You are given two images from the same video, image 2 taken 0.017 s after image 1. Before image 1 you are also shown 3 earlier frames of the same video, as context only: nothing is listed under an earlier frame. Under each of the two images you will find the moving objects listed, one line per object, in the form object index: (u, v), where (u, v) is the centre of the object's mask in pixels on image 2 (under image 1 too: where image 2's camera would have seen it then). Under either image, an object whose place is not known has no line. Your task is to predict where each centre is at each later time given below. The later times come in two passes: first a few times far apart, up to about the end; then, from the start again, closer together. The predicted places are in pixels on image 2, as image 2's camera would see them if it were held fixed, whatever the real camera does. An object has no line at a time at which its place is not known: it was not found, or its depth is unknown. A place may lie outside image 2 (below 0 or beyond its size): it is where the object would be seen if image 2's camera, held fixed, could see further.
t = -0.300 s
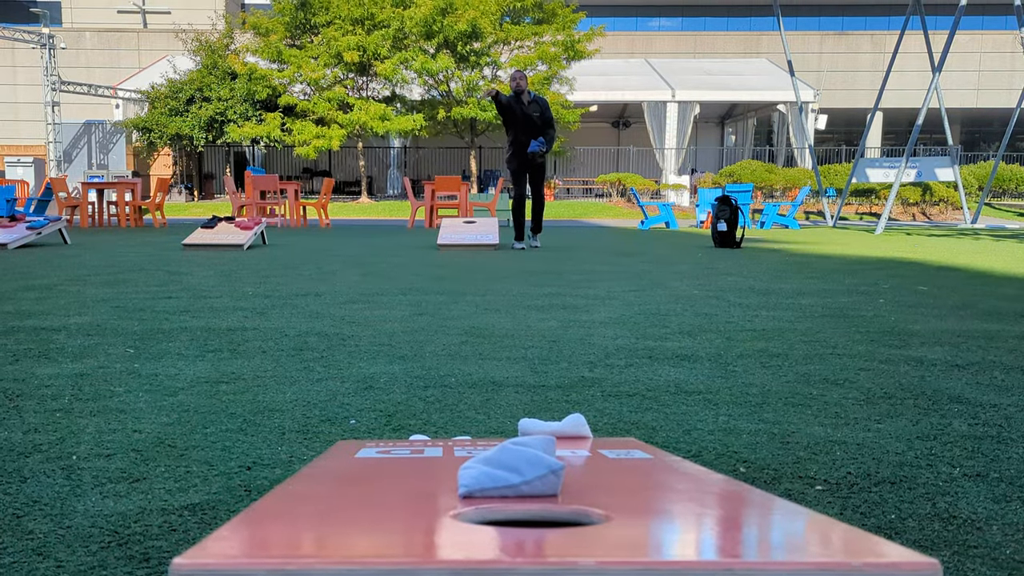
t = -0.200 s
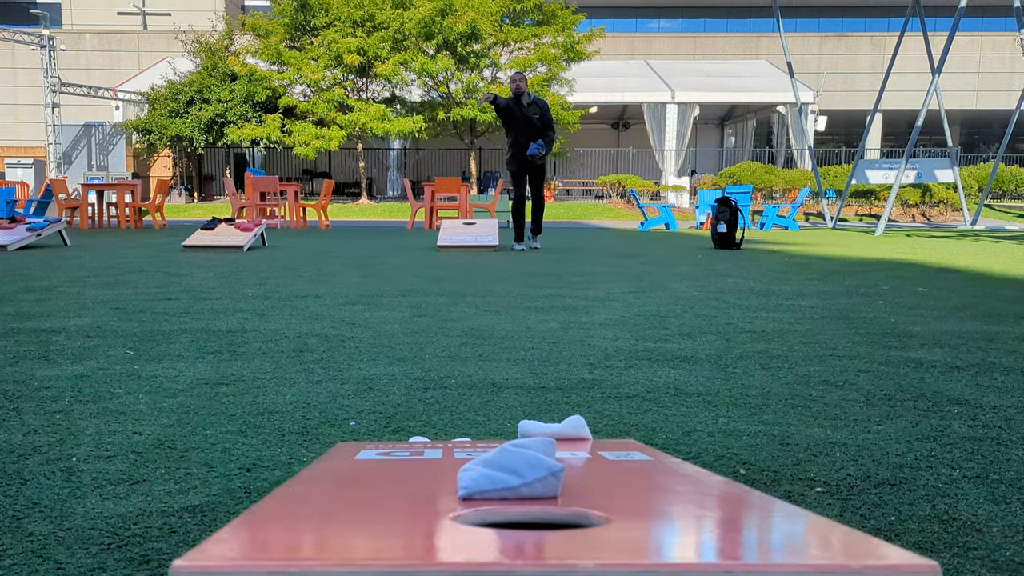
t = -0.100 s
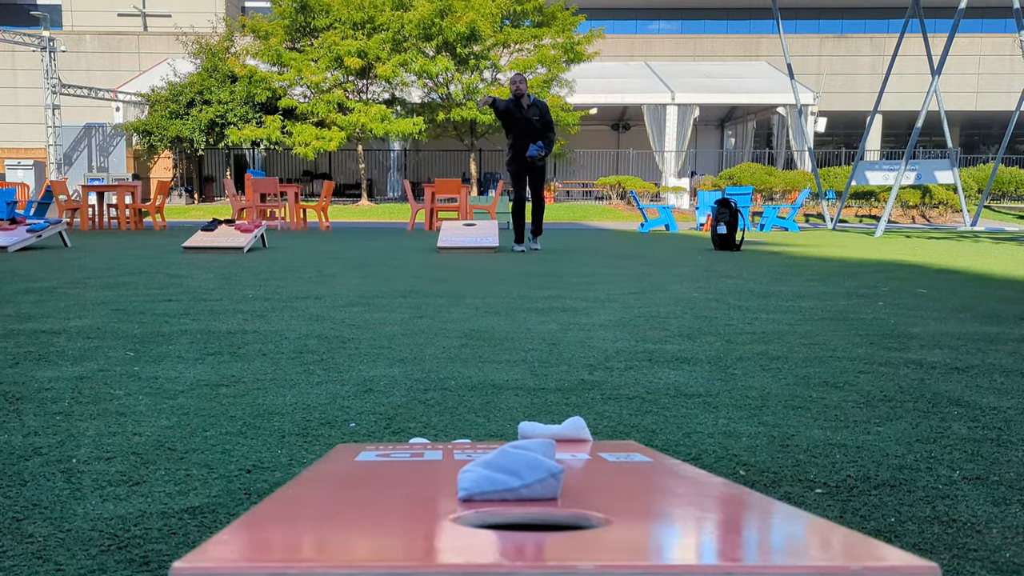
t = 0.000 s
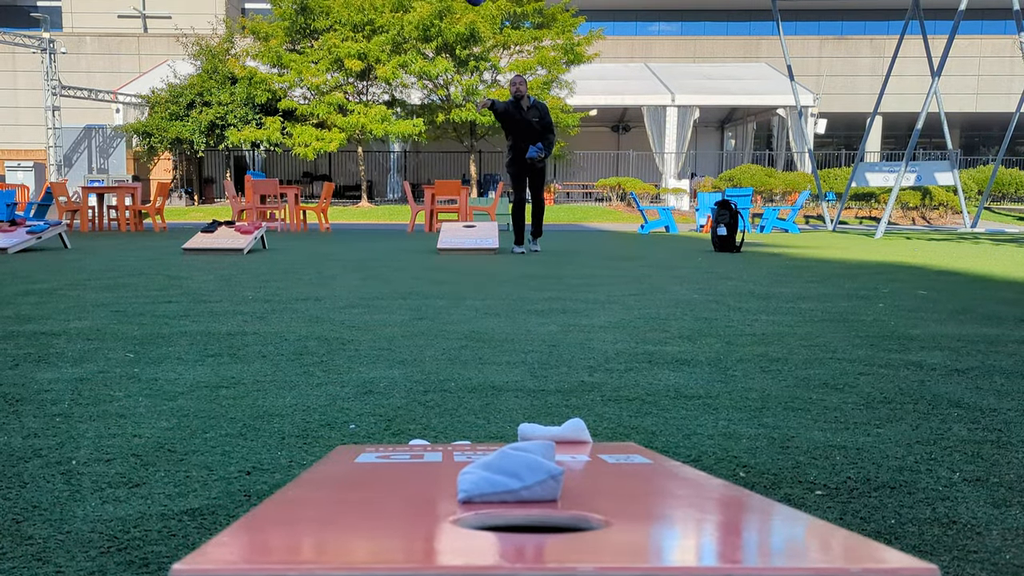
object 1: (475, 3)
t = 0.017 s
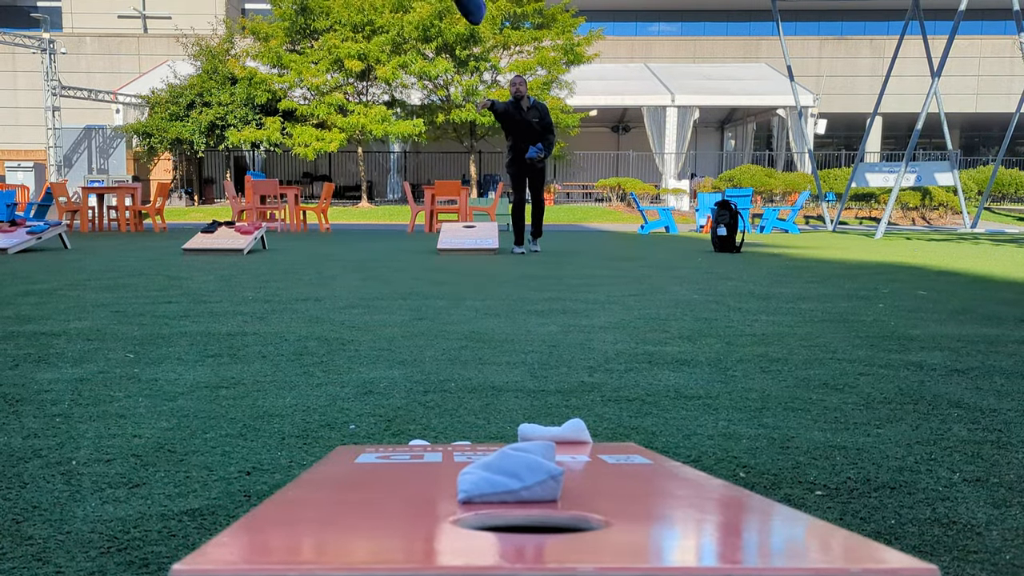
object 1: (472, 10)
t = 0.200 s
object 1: (453, 375)
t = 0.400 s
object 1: (391, 453)
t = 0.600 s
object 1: (350, 464)
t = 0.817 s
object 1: (352, 468)
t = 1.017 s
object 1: (352, 468)
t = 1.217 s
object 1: (352, 468)
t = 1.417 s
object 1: (352, 468)
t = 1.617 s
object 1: (352, 468)
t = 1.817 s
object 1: (352, 468)
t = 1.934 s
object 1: (352, 469)
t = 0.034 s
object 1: (468, 21)
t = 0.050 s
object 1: (466, 39)
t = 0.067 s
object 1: (465, 61)
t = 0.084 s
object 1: (463, 87)
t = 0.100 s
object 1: (462, 116)
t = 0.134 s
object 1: (459, 183)
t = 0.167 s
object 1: (457, 269)
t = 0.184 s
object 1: (455, 318)
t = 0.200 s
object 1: (453, 375)
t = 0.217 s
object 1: (450, 431)
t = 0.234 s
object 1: (443, 438)
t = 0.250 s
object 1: (438, 438)
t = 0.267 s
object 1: (434, 438)
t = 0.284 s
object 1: (429, 438)
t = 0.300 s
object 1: (423, 440)
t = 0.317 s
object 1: (418, 442)
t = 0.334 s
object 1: (412, 445)
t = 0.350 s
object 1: (407, 447)
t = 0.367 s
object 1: (402, 449)
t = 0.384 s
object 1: (397, 451)
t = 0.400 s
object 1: (391, 453)
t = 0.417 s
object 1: (386, 454)
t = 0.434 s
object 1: (381, 456)
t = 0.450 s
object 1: (376, 457)
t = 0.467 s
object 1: (371, 459)
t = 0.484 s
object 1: (367, 460)
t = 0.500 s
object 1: (364, 461)
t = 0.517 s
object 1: (360, 462)
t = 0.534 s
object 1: (357, 462)
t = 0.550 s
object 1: (354, 463)
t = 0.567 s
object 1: (352, 463)
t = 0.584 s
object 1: (351, 464)
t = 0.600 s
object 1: (350, 464)
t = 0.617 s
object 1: (349, 464)
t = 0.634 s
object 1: (349, 464)
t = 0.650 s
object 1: (349, 465)
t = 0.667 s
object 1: (350, 466)
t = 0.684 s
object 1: (350, 466)
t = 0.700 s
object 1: (351, 467)
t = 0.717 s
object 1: (351, 467)
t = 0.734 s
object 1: (352, 468)
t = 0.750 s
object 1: (352, 468)
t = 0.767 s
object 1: (352, 468)
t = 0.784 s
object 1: (352, 468)
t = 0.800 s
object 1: (352, 468)
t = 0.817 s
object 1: (352, 468)
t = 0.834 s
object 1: (352, 468)
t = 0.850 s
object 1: (352, 468)
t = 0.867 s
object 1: (352, 468)
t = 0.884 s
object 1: (352, 468)
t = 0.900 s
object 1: (352, 468)
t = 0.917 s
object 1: (352, 468)
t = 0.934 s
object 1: (352, 468)
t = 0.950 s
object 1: (352, 468)
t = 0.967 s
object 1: (352, 468)
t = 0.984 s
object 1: (352, 468)
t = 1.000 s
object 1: (352, 468)
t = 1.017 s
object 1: (352, 468)
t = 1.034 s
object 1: (352, 468)
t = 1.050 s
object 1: (352, 468)
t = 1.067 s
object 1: (352, 468)
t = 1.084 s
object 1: (352, 468)
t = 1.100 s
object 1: (352, 468)
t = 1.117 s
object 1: (352, 468)
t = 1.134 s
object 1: (352, 468)
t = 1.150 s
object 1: (352, 468)
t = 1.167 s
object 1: (352, 468)
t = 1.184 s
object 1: (352, 468)
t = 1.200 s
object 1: (352, 468)
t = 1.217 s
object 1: (352, 468)
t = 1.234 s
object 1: (352, 468)
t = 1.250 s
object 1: (352, 468)
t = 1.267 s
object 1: (352, 468)
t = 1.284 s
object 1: (352, 468)
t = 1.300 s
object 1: (352, 468)
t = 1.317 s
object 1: (352, 468)
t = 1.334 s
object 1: (352, 468)
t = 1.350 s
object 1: (352, 468)
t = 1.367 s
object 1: (352, 468)
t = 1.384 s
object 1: (352, 468)
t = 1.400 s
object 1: (352, 468)
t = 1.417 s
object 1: (352, 468)
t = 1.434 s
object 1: (352, 468)
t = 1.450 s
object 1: (352, 468)
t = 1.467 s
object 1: (352, 468)
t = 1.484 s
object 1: (352, 468)
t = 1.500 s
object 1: (352, 468)
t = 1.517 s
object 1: (352, 468)
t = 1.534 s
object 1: (352, 468)
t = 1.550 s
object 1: (352, 468)
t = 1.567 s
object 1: (352, 468)
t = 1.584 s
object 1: (352, 468)
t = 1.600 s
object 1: (352, 468)
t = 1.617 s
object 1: (352, 468)
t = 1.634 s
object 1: (352, 468)
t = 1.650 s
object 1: (351, 469)
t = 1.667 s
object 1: (352, 468)
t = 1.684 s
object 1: (352, 468)
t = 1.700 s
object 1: (352, 468)
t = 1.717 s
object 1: (352, 468)
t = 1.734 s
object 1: (352, 468)
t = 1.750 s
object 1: (352, 469)
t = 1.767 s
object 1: (352, 468)
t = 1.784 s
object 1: (352, 468)
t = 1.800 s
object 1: (352, 468)
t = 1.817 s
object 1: (352, 468)
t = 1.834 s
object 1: (352, 468)
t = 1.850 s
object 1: (352, 468)
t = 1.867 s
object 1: (352, 468)
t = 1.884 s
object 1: (352, 468)
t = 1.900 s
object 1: (352, 468)
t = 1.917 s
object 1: (352, 468)
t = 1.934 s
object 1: (352, 469)
